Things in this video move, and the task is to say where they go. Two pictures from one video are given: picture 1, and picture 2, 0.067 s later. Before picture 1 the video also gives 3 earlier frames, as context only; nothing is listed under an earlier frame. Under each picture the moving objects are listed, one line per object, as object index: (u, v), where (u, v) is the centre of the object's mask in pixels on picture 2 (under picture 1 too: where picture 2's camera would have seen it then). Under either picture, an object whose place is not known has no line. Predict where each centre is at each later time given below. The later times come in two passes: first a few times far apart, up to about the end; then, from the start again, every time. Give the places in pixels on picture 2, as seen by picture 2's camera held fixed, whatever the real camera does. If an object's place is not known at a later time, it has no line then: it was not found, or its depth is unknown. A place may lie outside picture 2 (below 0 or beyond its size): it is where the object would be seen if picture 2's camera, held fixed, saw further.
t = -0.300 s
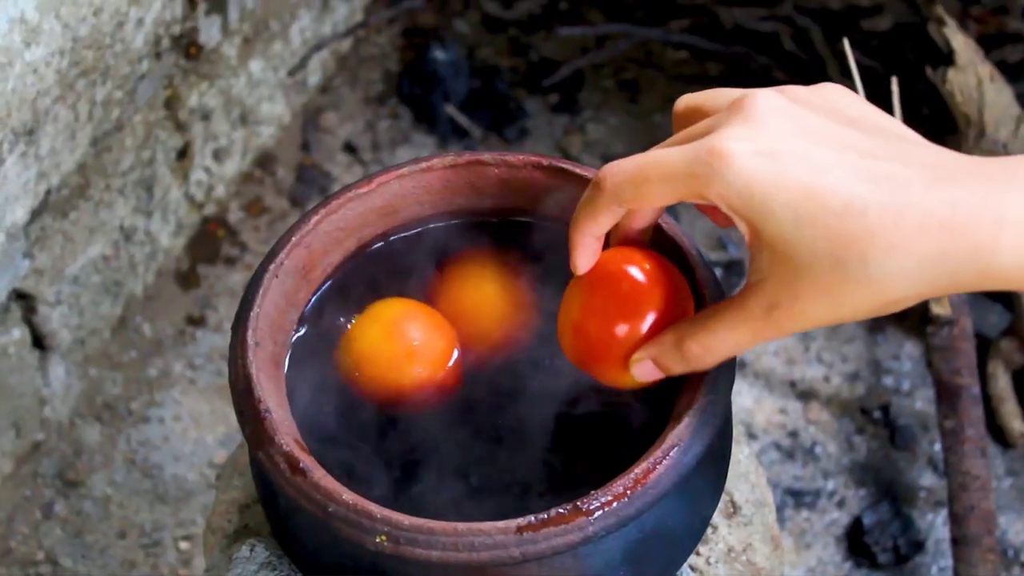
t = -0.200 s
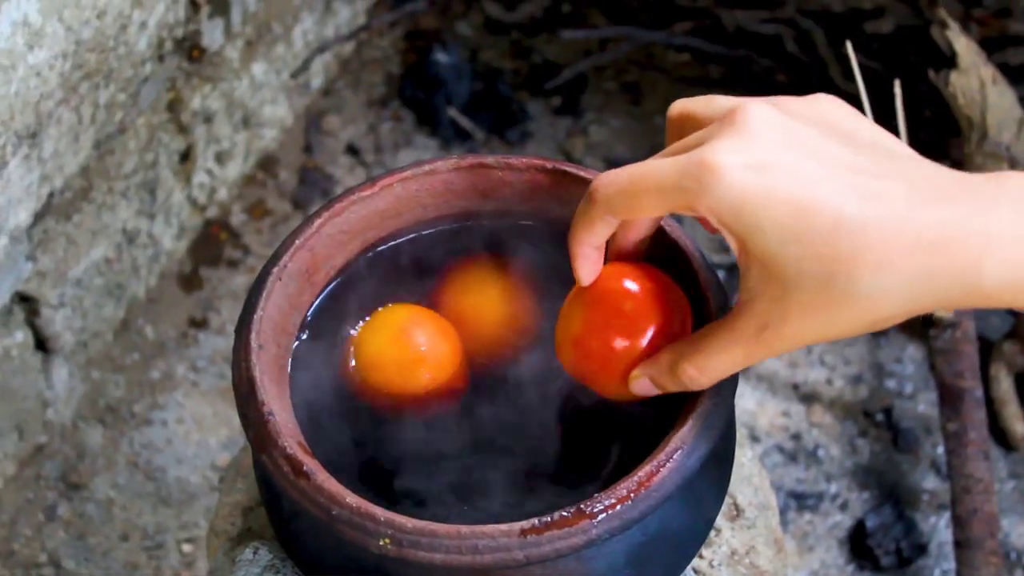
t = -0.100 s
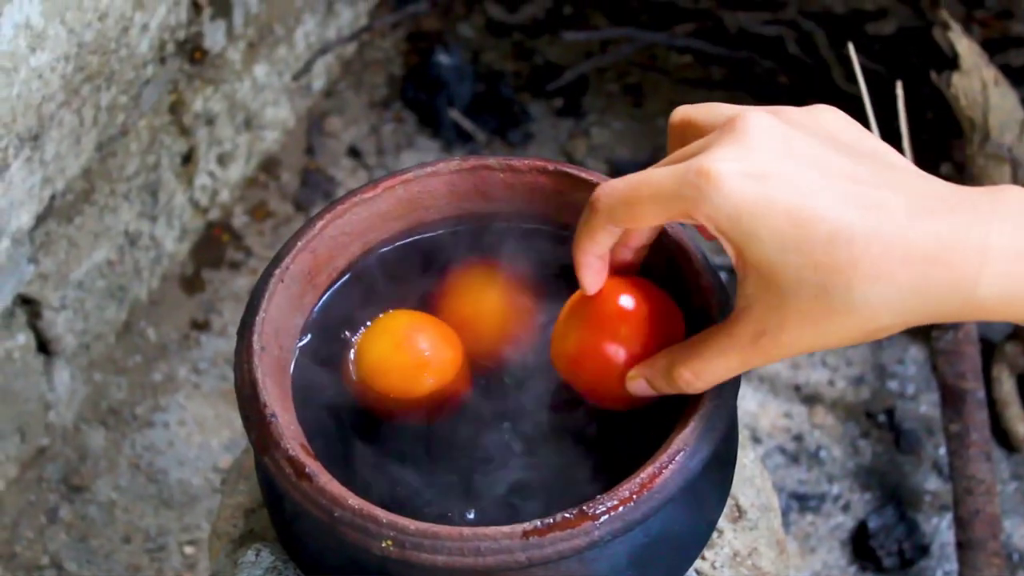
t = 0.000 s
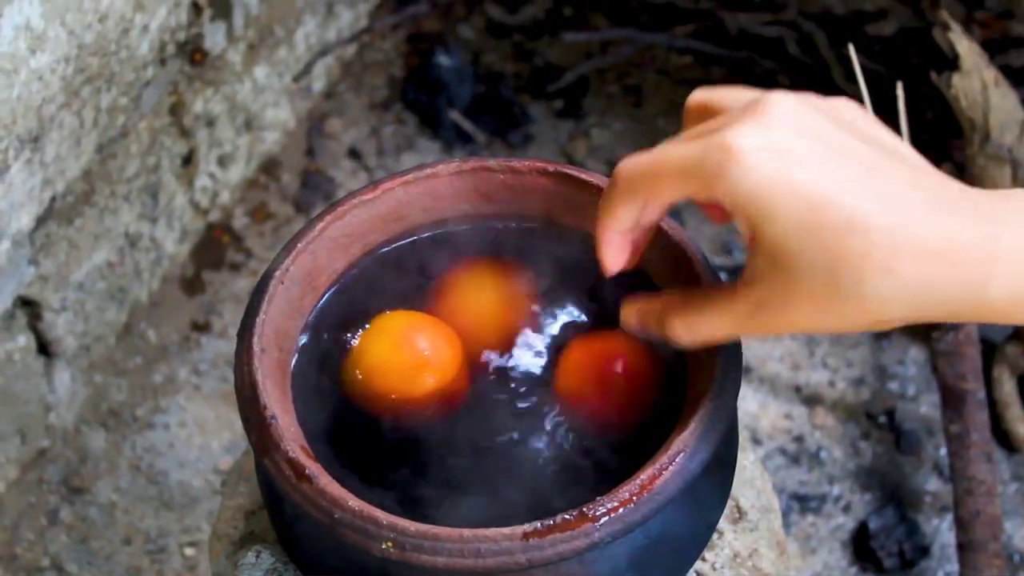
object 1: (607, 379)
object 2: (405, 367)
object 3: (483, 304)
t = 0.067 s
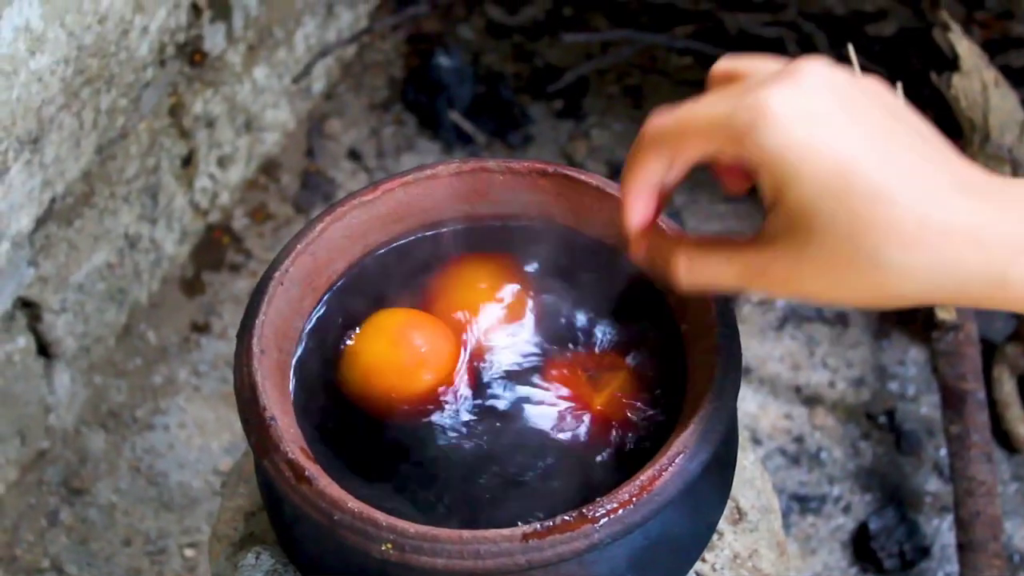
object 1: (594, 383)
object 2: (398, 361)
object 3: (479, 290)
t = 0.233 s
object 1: (527, 381)
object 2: (384, 363)
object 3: (478, 304)
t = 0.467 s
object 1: (498, 402)
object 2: (355, 369)
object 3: (476, 295)
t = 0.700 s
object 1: (477, 421)
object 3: (484, 302)
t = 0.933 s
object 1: (478, 458)
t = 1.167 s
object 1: (489, 473)
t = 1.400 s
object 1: (492, 481)
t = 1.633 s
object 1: (499, 485)
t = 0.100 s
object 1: (579, 390)
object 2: (398, 357)
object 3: (459, 282)
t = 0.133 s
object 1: (563, 388)
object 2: (398, 356)
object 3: (482, 302)
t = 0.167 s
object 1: (538, 391)
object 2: (400, 357)
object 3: (480, 302)
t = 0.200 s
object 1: (532, 385)
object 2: (397, 358)
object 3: (491, 303)
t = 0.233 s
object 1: (527, 381)
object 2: (384, 363)
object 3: (478, 304)
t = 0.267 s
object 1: (523, 389)
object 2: (378, 356)
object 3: (481, 303)
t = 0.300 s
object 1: (522, 387)
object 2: (370, 359)
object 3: (481, 306)
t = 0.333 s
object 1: (519, 386)
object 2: (363, 360)
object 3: (479, 303)
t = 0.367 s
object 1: (515, 392)
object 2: (360, 363)
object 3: (483, 298)
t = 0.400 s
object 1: (511, 391)
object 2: (355, 362)
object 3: (486, 301)
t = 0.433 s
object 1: (508, 395)
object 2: (354, 366)
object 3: (484, 301)
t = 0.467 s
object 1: (498, 402)
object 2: (355, 369)
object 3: (476, 295)
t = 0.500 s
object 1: (499, 396)
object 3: (486, 300)
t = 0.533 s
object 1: (501, 399)
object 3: (491, 297)
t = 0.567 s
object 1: (491, 413)
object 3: (481, 302)
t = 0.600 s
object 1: (486, 418)
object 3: (483, 303)
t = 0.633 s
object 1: (485, 420)
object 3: (478, 304)
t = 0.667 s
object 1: (481, 420)
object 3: (481, 304)
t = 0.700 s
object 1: (477, 421)
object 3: (484, 302)
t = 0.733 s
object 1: (473, 432)
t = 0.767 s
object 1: (480, 442)
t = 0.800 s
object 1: (480, 447)
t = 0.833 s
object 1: (480, 449)
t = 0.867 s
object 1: (481, 450)
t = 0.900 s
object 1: (480, 455)
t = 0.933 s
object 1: (478, 458)
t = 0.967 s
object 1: (478, 459)
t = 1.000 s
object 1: (478, 453)
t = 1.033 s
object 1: (481, 459)
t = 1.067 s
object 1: (479, 459)
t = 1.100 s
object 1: (487, 470)
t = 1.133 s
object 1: (487, 472)
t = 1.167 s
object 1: (489, 473)
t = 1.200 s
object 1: (492, 474)
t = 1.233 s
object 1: (491, 476)
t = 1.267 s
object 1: (492, 478)
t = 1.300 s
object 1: (492, 478)
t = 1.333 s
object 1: (492, 479)
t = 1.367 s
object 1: (491, 480)
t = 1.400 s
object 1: (492, 481)
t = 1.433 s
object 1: (493, 482)
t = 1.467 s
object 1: (494, 483)
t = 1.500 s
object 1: (497, 483)
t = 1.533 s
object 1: (497, 483)
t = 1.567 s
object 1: (498, 483)
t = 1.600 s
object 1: (498, 483)
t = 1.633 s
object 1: (499, 485)
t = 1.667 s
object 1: (500, 486)
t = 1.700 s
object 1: (500, 486)
